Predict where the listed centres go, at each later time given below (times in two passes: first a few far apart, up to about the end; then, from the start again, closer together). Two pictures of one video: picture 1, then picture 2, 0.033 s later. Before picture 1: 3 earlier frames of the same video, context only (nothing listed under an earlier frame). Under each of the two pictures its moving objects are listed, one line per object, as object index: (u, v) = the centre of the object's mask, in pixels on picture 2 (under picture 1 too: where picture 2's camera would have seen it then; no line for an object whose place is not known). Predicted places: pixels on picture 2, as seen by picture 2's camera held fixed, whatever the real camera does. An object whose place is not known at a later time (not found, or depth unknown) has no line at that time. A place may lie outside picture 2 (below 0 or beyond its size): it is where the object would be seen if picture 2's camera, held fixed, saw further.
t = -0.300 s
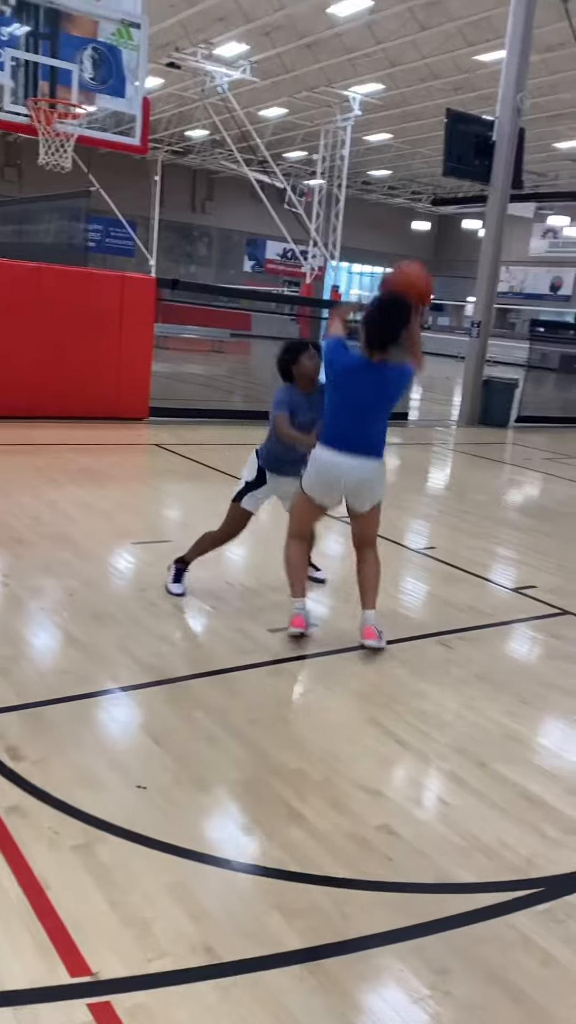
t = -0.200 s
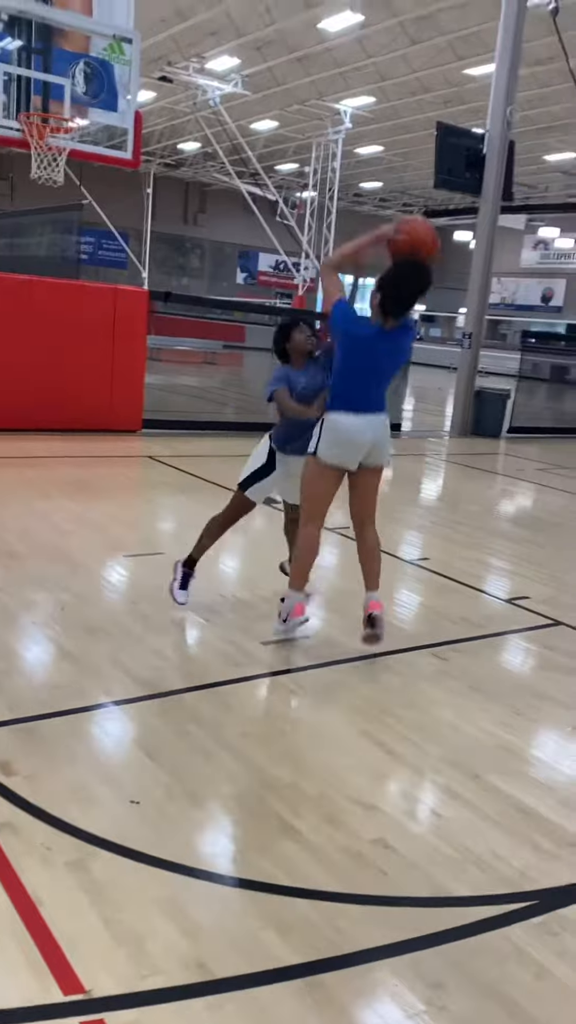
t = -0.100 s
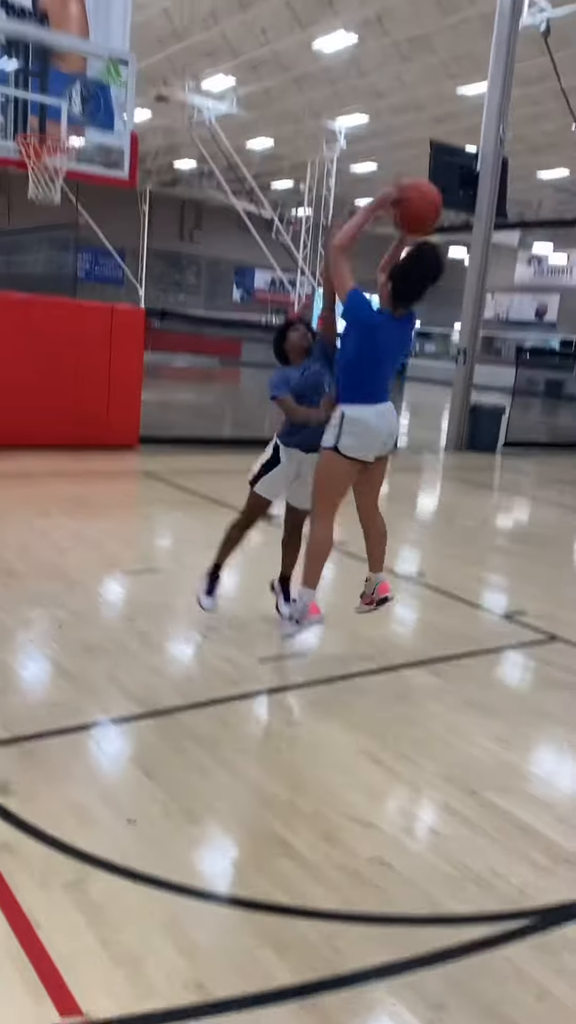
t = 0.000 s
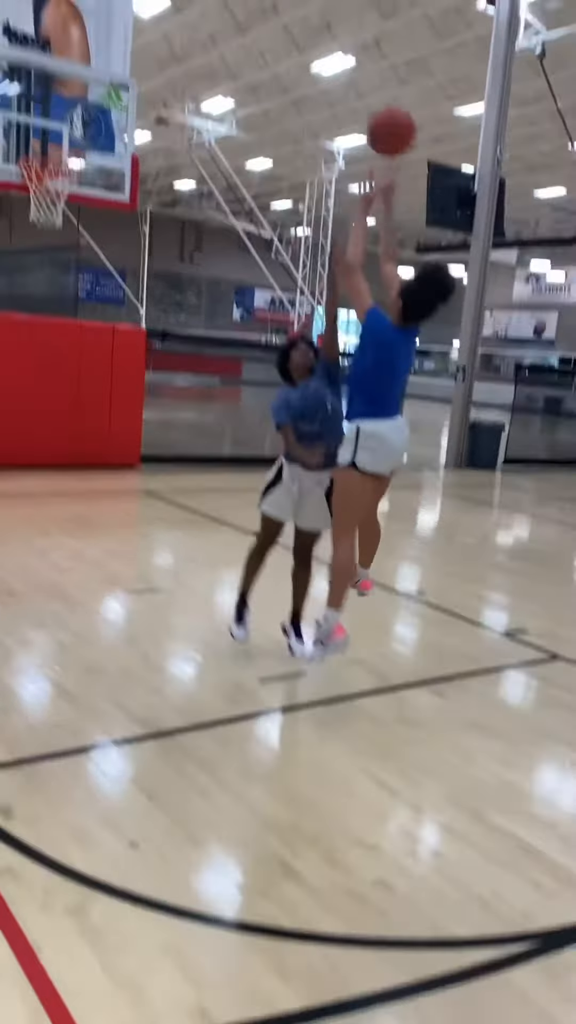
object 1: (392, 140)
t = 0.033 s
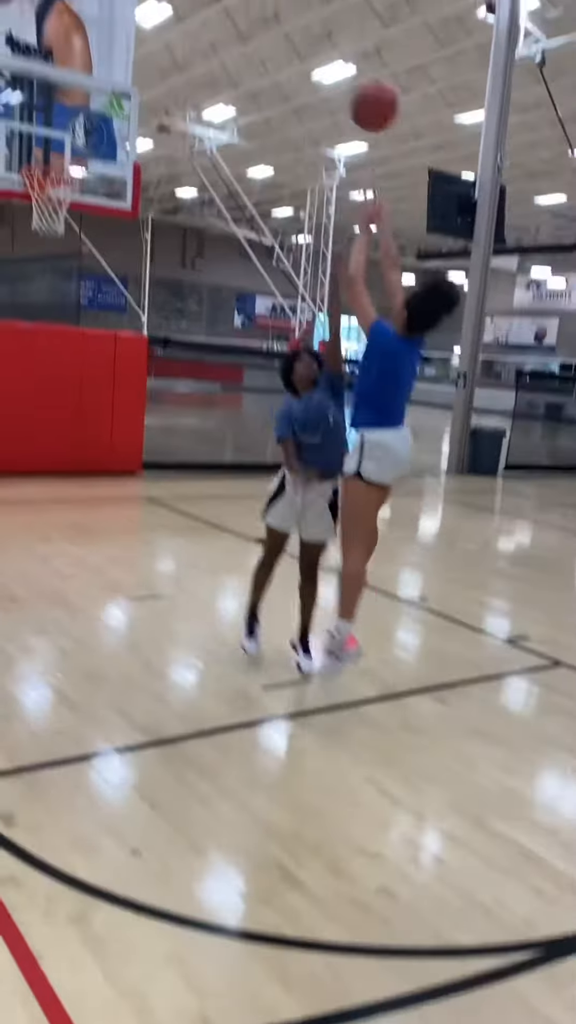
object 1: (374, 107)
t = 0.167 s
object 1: (307, 11)
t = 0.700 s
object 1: (112, 8)
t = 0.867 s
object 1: (67, 83)
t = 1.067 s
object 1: (46, 180)
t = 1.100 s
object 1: (57, 191)
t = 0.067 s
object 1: (358, 78)
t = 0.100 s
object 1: (339, 50)
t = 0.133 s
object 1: (323, 30)
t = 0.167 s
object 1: (307, 11)
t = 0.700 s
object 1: (112, 8)
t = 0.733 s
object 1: (103, 20)
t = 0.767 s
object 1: (94, 34)
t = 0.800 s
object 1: (86, 51)
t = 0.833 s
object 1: (76, 65)
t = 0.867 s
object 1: (67, 83)
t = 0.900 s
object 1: (58, 100)
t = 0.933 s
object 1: (51, 117)
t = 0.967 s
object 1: (44, 136)
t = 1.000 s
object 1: (42, 153)
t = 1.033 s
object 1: (46, 161)
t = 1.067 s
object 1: (46, 180)
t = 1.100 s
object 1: (57, 191)
